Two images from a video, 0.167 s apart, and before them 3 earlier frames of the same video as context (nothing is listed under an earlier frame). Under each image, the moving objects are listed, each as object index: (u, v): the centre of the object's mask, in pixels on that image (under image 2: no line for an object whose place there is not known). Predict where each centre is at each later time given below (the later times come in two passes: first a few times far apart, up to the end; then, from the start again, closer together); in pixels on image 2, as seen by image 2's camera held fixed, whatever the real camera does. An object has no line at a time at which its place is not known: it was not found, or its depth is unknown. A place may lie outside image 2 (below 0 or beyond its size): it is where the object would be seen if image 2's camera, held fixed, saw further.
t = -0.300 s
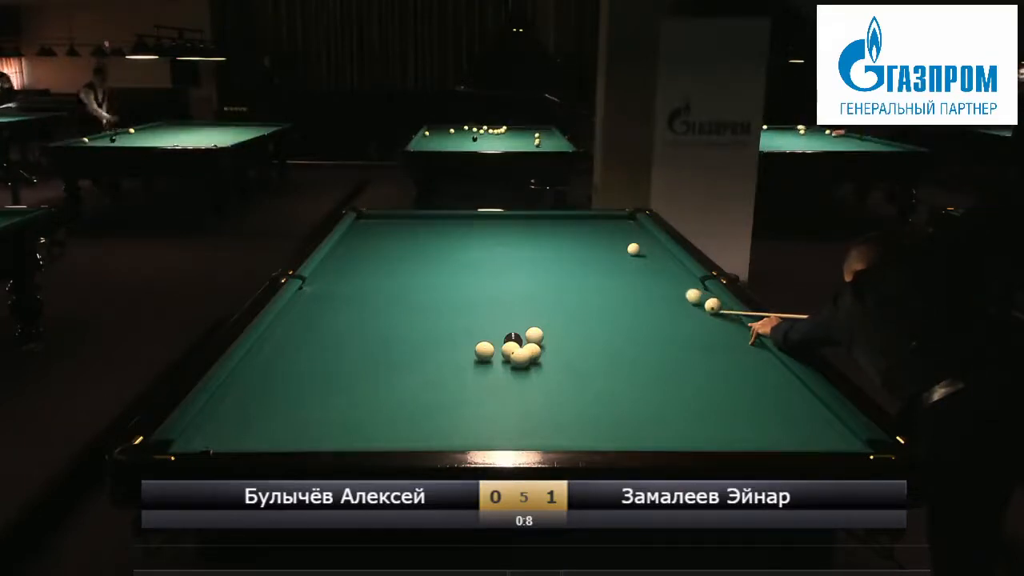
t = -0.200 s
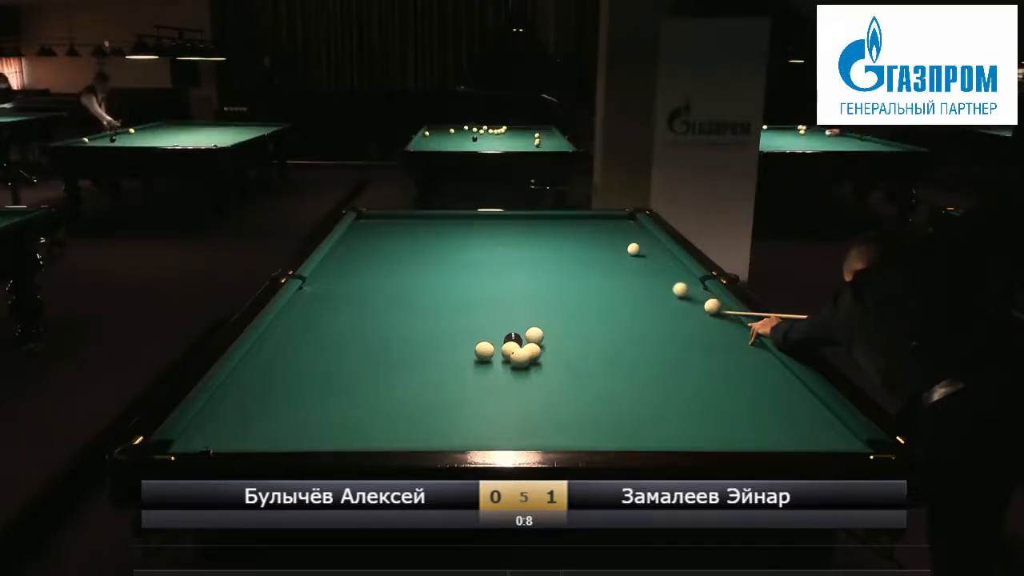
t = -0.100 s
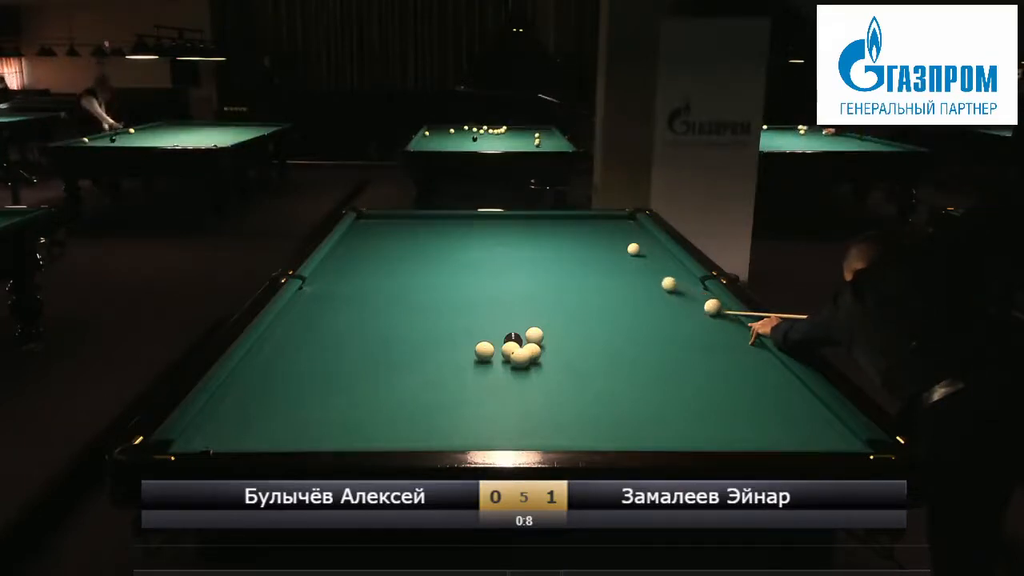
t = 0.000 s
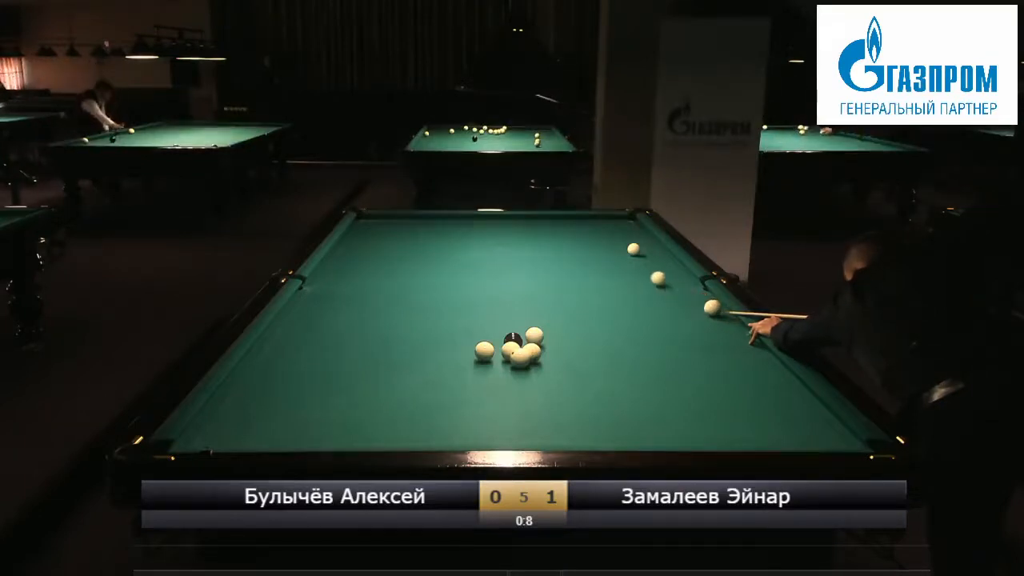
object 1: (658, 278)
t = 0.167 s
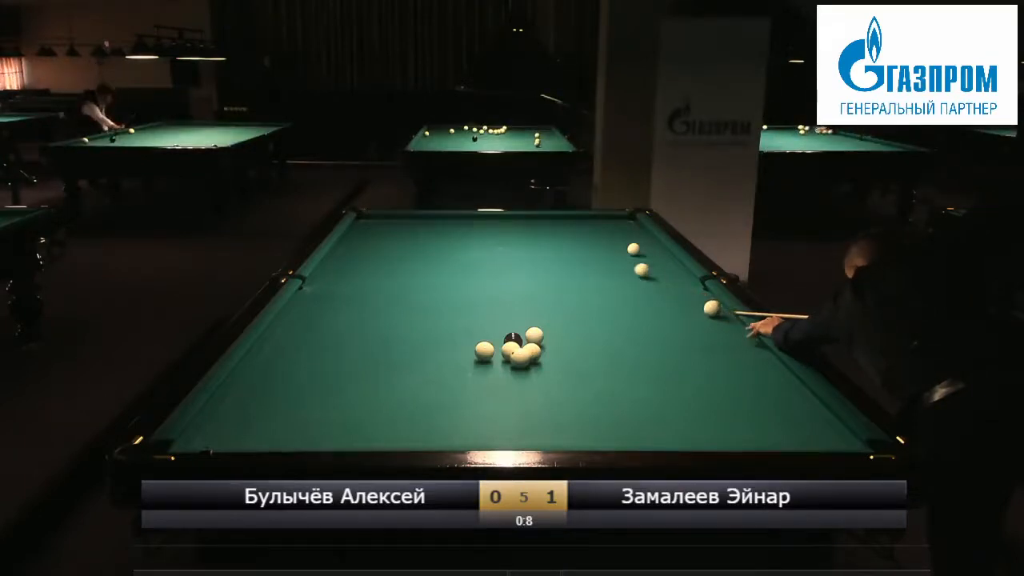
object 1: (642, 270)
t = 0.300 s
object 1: (629, 264)
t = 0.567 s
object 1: (608, 253)
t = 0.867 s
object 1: (586, 242)
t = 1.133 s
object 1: (569, 234)
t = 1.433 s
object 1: (553, 225)
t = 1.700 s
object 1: (540, 218)
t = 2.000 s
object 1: (531, 218)
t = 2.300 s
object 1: (526, 222)
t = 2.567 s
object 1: (522, 226)
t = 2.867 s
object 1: (517, 230)
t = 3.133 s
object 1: (513, 234)
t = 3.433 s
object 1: (508, 238)
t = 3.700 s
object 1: (504, 242)
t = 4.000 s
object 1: (499, 246)
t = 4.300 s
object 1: (495, 250)
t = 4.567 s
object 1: (491, 253)
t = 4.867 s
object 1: (488, 257)
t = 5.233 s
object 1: (485, 261)
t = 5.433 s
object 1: (481, 264)
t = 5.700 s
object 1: (478, 266)
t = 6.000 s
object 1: (475, 270)
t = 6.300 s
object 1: (473, 272)
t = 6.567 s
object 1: (471, 275)
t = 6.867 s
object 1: (469, 277)
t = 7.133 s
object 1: (468, 278)
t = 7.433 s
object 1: (467, 280)
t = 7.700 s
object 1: (466, 281)
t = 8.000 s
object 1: (464, 282)
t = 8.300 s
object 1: (464, 283)
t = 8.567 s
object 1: (464, 283)
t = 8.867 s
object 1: (464, 283)
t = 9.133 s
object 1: (464, 283)
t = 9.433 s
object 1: (464, 283)
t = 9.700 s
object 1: (464, 283)
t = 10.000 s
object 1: (464, 283)
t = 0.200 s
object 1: (638, 269)
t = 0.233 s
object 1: (635, 267)
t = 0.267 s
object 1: (632, 265)
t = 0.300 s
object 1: (629, 264)
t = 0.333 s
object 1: (626, 262)
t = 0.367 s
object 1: (623, 261)
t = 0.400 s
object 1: (621, 260)
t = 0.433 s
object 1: (618, 258)
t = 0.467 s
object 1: (615, 257)
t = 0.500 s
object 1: (613, 255)
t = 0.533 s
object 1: (610, 254)
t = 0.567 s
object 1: (608, 253)
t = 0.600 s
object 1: (605, 251)
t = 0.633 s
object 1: (602, 250)
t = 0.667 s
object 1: (600, 249)
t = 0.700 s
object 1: (598, 248)
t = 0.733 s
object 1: (595, 247)
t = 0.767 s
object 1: (593, 245)
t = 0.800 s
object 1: (591, 244)
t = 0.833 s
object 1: (588, 243)
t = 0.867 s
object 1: (586, 242)
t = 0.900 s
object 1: (584, 241)
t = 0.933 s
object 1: (582, 240)
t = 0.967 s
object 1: (580, 239)
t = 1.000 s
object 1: (578, 237)
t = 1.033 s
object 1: (575, 236)
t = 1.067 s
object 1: (573, 235)
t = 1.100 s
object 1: (571, 234)
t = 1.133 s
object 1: (569, 234)
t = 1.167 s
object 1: (567, 232)
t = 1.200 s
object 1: (565, 231)
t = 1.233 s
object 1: (564, 230)
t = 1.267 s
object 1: (562, 229)
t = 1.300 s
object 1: (560, 228)
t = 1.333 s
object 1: (557, 227)
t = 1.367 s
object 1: (556, 226)
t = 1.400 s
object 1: (555, 226)
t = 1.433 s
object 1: (553, 225)
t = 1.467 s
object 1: (551, 224)
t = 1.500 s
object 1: (550, 223)
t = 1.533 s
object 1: (548, 222)
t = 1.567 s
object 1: (546, 221)
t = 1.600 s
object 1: (544, 220)
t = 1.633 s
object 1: (543, 219)
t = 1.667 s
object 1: (541, 218)
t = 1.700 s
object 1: (540, 218)
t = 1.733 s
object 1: (538, 217)
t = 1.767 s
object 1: (536, 216)
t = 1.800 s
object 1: (535, 215)
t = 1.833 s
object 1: (534, 216)
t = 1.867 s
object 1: (534, 216)
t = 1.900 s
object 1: (533, 217)
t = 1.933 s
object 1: (532, 217)
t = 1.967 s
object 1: (532, 218)
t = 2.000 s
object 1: (531, 218)
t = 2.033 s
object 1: (531, 218)
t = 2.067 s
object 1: (530, 219)
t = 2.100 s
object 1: (530, 220)
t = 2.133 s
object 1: (529, 220)
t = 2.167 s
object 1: (529, 220)
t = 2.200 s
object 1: (528, 221)
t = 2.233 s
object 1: (528, 221)
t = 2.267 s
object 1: (527, 222)
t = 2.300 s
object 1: (526, 222)
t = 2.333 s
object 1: (526, 222)
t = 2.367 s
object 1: (525, 223)
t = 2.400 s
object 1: (525, 223)
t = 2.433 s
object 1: (524, 224)
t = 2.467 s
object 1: (524, 224)
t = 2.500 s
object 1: (523, 225)
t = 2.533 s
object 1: (523, 225)
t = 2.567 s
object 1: (522, 226)
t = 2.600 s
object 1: (522, 226)
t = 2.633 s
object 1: (521, 227)
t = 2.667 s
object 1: (521, 227)
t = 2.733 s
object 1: (519, 229)
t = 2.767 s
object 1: (519, 229)
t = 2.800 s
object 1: (518, 230)
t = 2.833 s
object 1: (518, 230)
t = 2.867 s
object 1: (517, 230)
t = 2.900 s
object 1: (517, 231)
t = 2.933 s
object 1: (516, 231)
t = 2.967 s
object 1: (516, 232)
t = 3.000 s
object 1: (515, 232)
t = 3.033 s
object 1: (515, 233)
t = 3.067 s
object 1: (514, 233)
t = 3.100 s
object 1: (514, 234)
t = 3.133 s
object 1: (513, 234)
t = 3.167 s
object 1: (513, 235)
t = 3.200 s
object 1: (512, 235)
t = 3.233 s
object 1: (512, 236)
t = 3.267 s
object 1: (511, 236)
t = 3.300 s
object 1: (510, 237)
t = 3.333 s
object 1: (510, 237)
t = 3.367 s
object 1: (510, 238)
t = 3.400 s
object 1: (509, 238)
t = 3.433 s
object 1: (508, 238)
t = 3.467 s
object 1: (508, 239)
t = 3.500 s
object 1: (507, 239)
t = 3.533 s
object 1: (507, 239)
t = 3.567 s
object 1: (506, 240)
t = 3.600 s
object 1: (505, 241)
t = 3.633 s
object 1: (505, 241)
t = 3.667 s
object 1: (504, 242)
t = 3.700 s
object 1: (504, 242)
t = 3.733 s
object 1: (504, 243)
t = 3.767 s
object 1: (503, 243)
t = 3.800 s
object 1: (503, 243)
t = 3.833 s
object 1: (502, 244)
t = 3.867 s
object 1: (501, 244)
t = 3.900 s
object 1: (501, 245)
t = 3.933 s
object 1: (500, 245)
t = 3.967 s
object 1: (500, 246)
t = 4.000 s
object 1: (499, 246)
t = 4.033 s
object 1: (499, 247)
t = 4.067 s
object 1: (498, 247)
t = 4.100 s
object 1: (498, 248)
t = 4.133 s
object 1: (497, 248)
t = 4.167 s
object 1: (497, 248)
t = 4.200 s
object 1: (496, 249)
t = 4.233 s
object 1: (496, 249)
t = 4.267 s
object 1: (496, 250)
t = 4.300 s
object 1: (495, 250)
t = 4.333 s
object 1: (495, 251)
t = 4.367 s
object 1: (494, 251)
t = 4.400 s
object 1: (494, 251)
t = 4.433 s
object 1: (493, 252)
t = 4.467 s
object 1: (493, 252)
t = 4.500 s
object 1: (492, 253)
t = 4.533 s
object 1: (492, 253)
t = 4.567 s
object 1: (491, 253)
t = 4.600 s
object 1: (491, 254)
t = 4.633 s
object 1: (491, 254)
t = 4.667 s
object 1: (490, 255)
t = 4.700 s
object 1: (490, 255)
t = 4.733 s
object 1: (489, 256)
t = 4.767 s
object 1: (489, 256)
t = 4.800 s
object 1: (488, 257)
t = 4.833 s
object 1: (488, 257)
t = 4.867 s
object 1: (488, 257)
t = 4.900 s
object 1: (487, 258)
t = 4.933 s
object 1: (487, 258)
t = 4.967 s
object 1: (487, 258)
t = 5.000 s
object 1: (486, 259)
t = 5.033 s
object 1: (483, 258)
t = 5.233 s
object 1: (485, 261)
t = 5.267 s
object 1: (483, 262)
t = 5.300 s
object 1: (483, 262)
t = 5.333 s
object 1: (482, 263)
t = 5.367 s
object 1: (481, 263)
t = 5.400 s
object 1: (481, 263)
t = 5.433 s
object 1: (481, 264)
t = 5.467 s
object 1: (480, 264)
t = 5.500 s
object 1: (480, 264)
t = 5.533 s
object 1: (480, 265)
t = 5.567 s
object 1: (479, 265)
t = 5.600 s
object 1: (479, 266)
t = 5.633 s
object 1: (479, 266)
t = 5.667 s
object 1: (478, 266)
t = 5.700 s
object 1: (478, 266)
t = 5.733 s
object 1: (478, 267)
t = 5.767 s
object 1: (478, 267)
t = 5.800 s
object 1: (477, 267)
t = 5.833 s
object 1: (477, 268)
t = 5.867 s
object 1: (477, 268)
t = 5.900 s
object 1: (476, 268)
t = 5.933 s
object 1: (476, 269)
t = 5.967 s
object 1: (476, 269)
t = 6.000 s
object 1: (475, 270)
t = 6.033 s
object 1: (475, 270)
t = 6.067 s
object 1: (475, 270)
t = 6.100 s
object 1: (475, 270)
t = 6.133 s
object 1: (474, 271)
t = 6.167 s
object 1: (474, 271)
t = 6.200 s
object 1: (474, 271)
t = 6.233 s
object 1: (474, 271)
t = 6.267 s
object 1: (473, 272)
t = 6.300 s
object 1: (473, 272)
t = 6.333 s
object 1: (473, 273)
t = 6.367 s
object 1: (472, 273)
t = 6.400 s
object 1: (472, 273)
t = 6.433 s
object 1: (472, 274)
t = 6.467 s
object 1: (472, 274)
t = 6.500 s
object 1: (471, 274)
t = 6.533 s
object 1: (471, 274)
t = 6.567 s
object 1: (471, 275)
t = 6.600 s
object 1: (471, 275)
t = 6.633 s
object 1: (471, 275)
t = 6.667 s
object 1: (471, 275)
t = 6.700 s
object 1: (470, 275)
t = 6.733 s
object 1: (470, 275)
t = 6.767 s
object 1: (470, 276)
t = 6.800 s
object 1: (470, 276)
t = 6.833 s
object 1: (470, 276)
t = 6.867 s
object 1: (469, 277)
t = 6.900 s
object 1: (469, 277)
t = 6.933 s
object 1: (469, 277)
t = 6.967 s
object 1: (469, 277)
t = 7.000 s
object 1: (469, 278)
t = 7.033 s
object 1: (469, 278)
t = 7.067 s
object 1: (468, 278)
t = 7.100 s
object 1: (468, 278)
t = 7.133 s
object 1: (468, 278)
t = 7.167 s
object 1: (468, 278)
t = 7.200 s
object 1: (468, 279)
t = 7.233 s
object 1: (468, 279)
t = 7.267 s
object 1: (468, 279)
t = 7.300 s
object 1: (468, 279)
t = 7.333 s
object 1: (468, 279)
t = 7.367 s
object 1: (467, 280)
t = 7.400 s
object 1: (467, 280)
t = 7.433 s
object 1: (467, 280)
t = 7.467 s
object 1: (467, 280)
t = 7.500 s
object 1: (467, 280)
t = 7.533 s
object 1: (467, 280)
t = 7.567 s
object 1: (467, 280)
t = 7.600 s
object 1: (466, 280)
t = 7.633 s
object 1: (466, 281)
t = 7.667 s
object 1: (466, 281)
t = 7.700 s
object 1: (466, 281)
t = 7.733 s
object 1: (465, 281)
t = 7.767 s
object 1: (465, 281)
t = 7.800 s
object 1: (465, 281)
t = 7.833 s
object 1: (465, 282)
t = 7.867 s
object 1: (465, 282)
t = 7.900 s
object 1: (465, 282)
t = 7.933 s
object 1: (465, 282)
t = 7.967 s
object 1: (464, 282)
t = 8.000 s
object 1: (464, 282)
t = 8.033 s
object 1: (464, 282)
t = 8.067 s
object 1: (464, 282)
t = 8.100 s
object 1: (464, 282)
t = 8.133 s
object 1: (464, 282)
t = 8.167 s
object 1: (464, 282)
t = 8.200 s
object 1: (464, 283)
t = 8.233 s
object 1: (464, 282)
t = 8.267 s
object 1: (464, 283)
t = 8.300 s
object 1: (464, 283)
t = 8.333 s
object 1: (464, 283)
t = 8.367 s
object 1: (464, 283)
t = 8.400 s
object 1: (464, 283)
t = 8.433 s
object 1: (464, 283)
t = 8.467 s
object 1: (464, 283)
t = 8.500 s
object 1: (464, 283)
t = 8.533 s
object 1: (464, 283)
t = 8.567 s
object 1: (464, 283)
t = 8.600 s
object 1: (464, 283)
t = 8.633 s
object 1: (464, 283)
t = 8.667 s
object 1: (464, 283)
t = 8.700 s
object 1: (464, 283)
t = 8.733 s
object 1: (464, 283)
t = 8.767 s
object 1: (464, 283)
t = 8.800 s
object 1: (464, 283)
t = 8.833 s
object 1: (464, 283)
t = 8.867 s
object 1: (464, 283)
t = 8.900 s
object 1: (464, 283)
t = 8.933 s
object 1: (464, 283)
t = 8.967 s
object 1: (464, 283)
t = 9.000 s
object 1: (464, 283)
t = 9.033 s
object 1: (464, 283)
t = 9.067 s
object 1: (464, 283)
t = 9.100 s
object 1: (464, 283)
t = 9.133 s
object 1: (464, 283)
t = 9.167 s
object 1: (464, 283)
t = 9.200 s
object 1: (464, 283)
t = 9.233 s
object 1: (464, 283)
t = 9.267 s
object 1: (464, 283)
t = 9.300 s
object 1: (464, 283)
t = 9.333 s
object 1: (464, 283)
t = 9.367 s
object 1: (464, 283)
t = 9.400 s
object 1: (464, 283)
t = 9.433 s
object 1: (464, 283)
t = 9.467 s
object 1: (464, 283)
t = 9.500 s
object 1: (464, 283)
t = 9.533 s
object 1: (464, 283)
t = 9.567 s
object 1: (464, 283)
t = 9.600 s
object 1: (464, 283)
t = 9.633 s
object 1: (464, 283)
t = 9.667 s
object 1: (464, 283)
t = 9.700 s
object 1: (464, 283)
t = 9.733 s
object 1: (464, 283)
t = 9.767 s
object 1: (464, 283)
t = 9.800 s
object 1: (464, 283)
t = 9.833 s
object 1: (464, 283)
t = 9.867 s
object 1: (464, 283)
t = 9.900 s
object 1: (464, 283)
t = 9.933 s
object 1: (464, 283)
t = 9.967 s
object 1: (464, 283)
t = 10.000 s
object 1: (464, 283)
